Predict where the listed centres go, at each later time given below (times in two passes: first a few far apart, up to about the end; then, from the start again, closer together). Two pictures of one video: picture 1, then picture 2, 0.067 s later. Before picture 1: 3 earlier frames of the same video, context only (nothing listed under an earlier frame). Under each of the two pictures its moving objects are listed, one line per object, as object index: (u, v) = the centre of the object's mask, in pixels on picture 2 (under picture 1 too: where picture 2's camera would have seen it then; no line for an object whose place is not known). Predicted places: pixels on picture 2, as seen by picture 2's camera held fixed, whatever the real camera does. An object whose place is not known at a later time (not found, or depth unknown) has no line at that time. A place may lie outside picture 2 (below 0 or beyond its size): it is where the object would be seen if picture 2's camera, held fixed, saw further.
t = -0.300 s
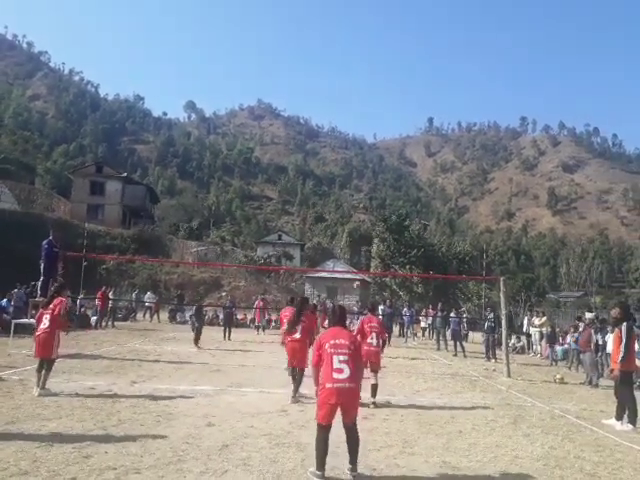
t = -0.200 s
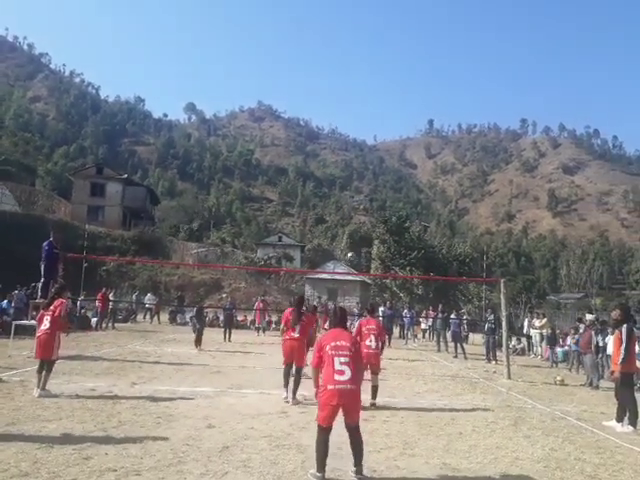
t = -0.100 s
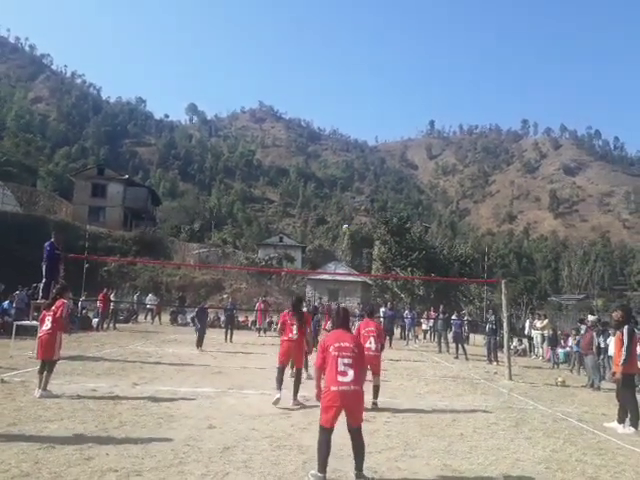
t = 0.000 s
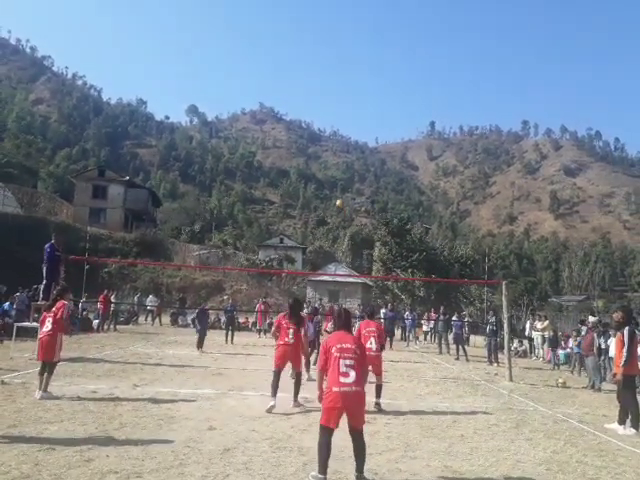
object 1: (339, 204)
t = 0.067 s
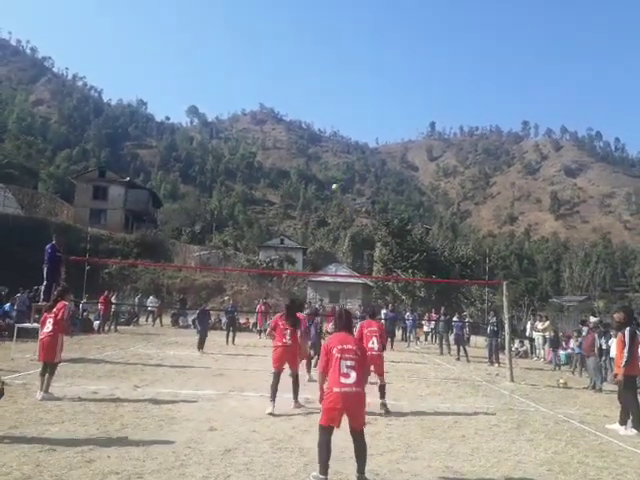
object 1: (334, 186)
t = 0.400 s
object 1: (307, 124)
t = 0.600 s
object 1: (286, 103)
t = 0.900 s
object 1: (248, 109)
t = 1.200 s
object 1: (191, 177)
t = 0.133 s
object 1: (330, 171)
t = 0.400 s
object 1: (307, 124)
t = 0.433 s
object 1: (306, 120)
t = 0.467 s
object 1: (301, 115)
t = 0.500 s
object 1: (297, 111)
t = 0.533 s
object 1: (294, 108)
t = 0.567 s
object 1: (290, 105)
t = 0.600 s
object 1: (286, 103)
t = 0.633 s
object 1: (283, 102)
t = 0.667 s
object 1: (279, 100)
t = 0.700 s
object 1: (275, 100)
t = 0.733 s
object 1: (270, 99)
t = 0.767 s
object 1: (266, 99)
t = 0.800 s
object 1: (262, 101)
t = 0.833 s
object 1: (258, 102)
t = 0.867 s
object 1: (254, 104)
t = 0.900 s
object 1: (248, 109)
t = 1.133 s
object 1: (205, 153)
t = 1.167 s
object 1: (200, 164)
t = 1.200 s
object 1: (191, 177)
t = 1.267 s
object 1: (176, 203)
